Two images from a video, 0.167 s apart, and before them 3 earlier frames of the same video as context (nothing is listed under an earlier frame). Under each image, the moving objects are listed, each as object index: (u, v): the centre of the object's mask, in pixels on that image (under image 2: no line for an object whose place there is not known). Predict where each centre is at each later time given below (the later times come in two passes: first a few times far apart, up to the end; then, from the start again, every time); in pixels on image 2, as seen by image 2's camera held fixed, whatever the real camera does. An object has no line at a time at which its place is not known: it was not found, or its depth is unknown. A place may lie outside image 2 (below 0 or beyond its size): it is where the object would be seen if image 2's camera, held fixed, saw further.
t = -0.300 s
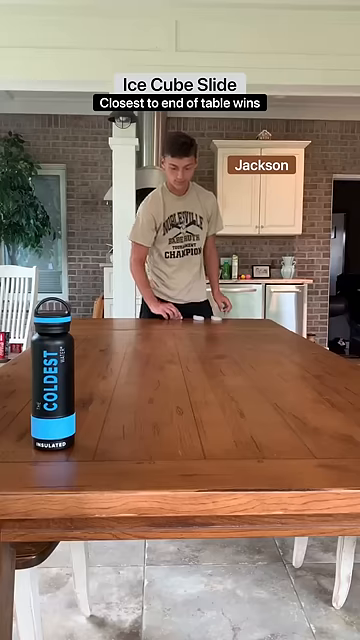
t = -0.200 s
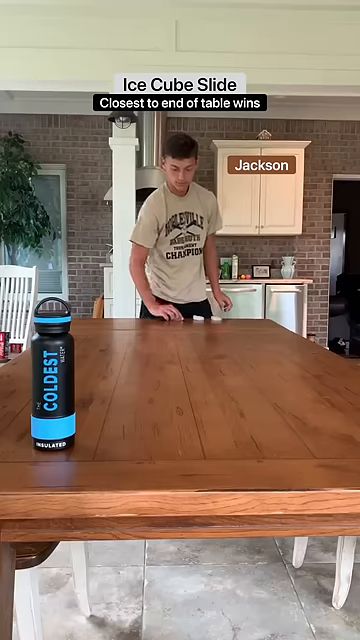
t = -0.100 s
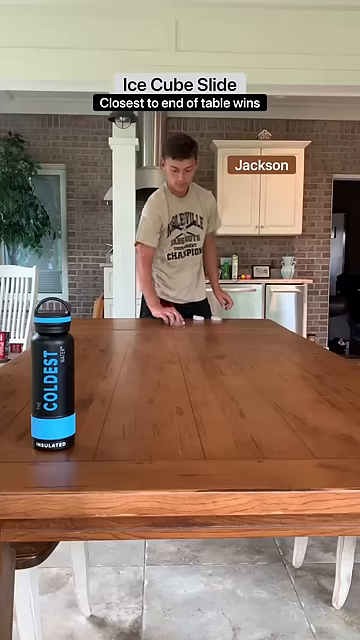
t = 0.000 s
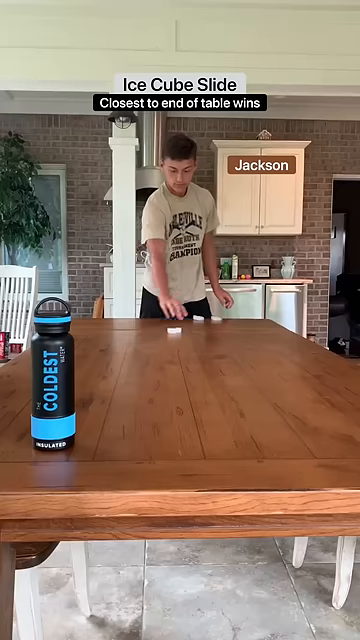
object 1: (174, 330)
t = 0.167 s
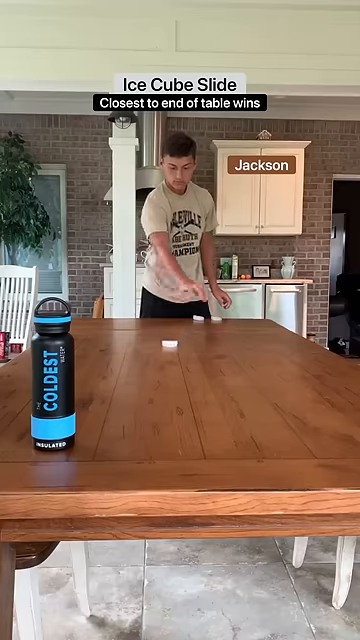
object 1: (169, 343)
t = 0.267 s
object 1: (166, 352)
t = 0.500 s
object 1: (160, 377)
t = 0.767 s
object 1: (157, 401)
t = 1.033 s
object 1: (154, 410)
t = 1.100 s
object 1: (154, 410)
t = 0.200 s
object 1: (169, 346)
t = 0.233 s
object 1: (167, 349)
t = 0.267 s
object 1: (166, 352)
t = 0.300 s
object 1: (165, 356)
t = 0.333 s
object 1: (164, 359)
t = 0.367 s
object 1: (163, 363)
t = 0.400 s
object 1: (162, 366)
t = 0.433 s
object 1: (162, 370)
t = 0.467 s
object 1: (161, 374)
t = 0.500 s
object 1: (160, 377)
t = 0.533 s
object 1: (159, 380)
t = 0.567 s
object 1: (159, 384)
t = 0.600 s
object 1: (158, 387)
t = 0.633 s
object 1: (158, 390)
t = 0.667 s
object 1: (158, 393)
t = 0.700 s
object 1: (157, 396)
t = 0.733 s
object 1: (157, 398)
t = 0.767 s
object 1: (157, 401)
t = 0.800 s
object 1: (156, 403)
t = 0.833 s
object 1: (156, 405)
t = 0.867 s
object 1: (155, 406)
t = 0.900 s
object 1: (155, 407)
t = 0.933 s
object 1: (155, 408)
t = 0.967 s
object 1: (154, 409)
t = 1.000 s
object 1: (154, 410)
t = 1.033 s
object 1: (154, 410)
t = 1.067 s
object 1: (154, 410)
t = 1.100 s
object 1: (154, 410)
